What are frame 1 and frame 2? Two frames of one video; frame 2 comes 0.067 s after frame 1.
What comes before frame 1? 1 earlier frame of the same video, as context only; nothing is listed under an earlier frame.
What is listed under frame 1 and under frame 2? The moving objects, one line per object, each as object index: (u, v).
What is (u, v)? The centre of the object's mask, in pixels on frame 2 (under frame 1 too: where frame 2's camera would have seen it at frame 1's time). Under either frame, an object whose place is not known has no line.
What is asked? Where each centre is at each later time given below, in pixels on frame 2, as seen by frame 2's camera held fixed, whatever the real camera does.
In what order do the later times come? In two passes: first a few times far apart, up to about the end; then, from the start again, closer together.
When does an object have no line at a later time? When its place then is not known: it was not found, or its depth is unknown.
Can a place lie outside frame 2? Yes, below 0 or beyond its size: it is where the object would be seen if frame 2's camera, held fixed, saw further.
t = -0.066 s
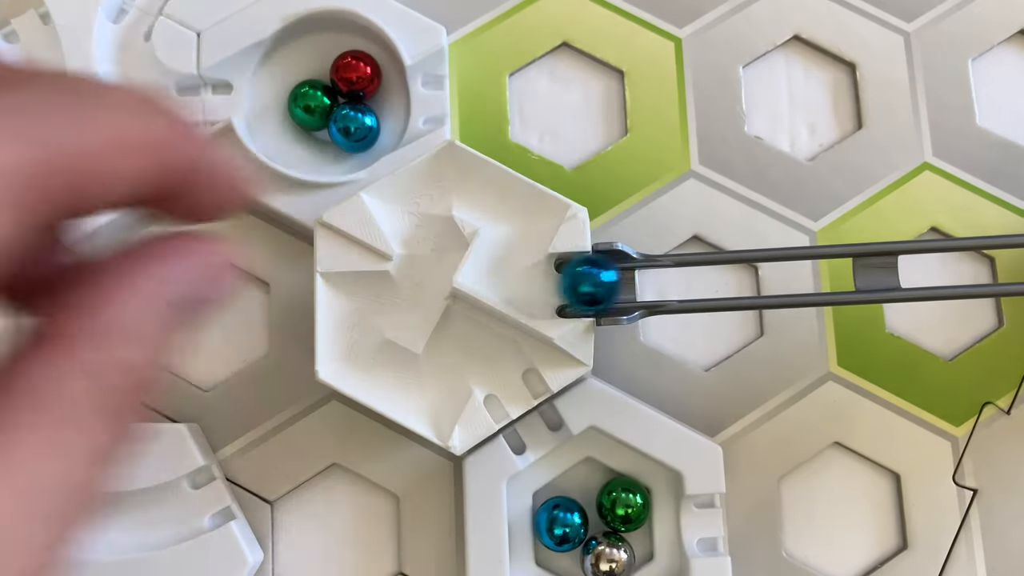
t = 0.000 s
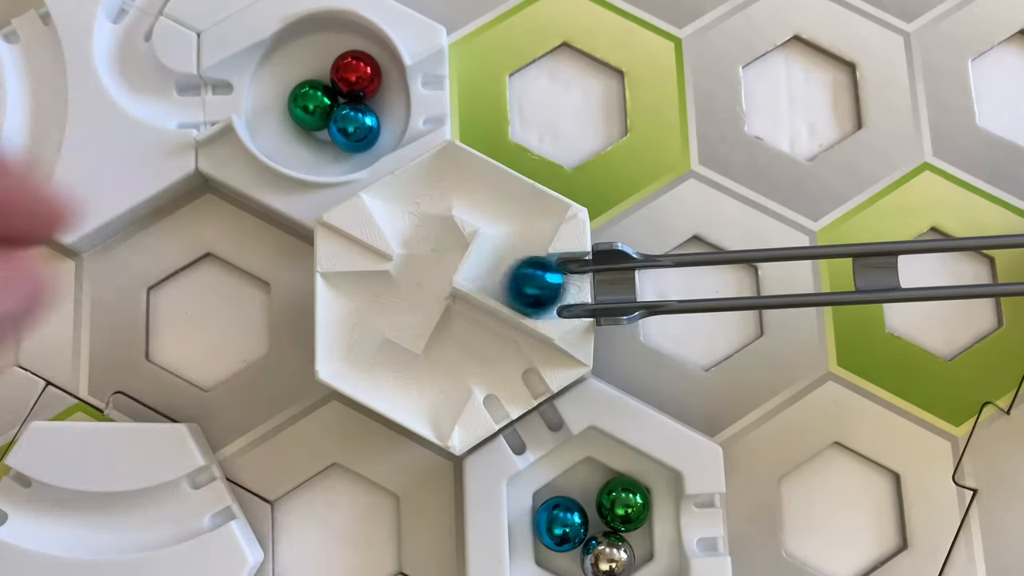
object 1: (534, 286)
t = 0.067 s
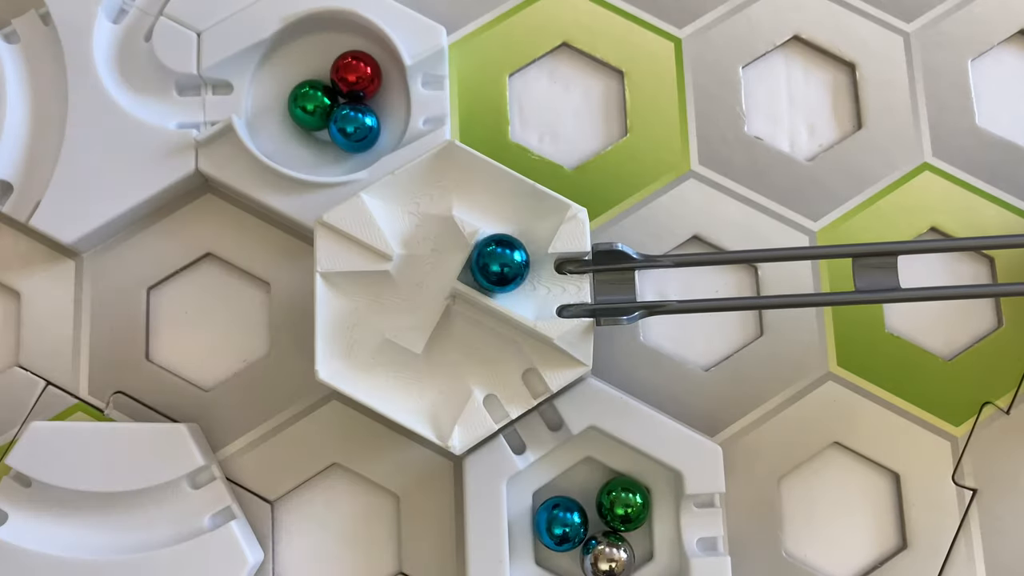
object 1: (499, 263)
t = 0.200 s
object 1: (500, 267)
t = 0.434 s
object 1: (524, 223)
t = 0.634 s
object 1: (493, 198)
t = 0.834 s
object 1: (425, 191)
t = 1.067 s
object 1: (415, 223)
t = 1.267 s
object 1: (419, 276)
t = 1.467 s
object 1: (353, 304)
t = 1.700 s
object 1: (354, 307)
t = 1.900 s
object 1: (352, 350)
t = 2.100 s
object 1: (406, 386)
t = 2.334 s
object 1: (434, 400)
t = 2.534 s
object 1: (433, 400)
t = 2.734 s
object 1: (434, 401)
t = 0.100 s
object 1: (506, 265)
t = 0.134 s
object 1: (508, 266)
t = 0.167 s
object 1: (502, 266)
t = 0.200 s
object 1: (500, 267)
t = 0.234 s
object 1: (505, 265)
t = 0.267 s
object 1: (507, 263)
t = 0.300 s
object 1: (505, 257)
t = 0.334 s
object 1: (509, 251)
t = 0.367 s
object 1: (513, 243)
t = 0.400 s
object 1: (519, 235)
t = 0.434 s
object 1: (524, 223)
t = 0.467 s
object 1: (526, 211)
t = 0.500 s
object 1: (520, 214)
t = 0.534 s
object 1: (518, 208)
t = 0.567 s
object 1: (511, 207)
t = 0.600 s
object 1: (503, 202)
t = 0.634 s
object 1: (493, 198)
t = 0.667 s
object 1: (482, 191)
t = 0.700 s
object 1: (470, 186)
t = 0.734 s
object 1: (457, 179)
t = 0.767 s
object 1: (444, 175)
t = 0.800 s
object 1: (436, 185)
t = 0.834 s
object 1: (425, 191)
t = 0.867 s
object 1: (414, 199)
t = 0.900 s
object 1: (402, 205)
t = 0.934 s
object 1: (409, 205)
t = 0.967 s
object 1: (410, 207)
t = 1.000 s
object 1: (408, 212)
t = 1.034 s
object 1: (413, 216)
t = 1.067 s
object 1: (415, 223)
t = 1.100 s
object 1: (422, 229)
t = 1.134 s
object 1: (427, 239)
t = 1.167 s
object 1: (435, 249)
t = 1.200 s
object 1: (429, 257)
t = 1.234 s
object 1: (425, 267)
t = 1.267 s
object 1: (419, 276)
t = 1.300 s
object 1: (413, 289)
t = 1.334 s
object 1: (406, 303)
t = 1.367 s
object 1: (394, 300)
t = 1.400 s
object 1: (383, 303)
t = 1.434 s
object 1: (370, 301)
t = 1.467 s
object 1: (353, 304)
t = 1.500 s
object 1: (351, 306)
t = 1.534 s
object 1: (358, 307)
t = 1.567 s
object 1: (356, 306)
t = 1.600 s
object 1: (350, 303)
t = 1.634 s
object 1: (351, 303)
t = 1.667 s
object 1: (354, 306)
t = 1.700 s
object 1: (354, 307)
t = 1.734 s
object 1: (350, 310)
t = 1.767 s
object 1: (352, 314)
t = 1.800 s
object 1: (352, 321)
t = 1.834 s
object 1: (352, 329)
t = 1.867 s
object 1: (352, 338)
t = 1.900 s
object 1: (352, 350)
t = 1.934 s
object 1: (354, 360)
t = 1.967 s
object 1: (362, 360)
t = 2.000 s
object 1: (369, 367)
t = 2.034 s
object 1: (380, 370)
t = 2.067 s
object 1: (392, 376)
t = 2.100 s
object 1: (406, 386)
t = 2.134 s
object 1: (421, 392)
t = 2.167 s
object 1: (436, 401)
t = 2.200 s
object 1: (432, 398)
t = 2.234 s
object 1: (427, 397)
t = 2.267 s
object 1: (428, 399)
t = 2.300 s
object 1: (433, 401)
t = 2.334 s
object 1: (434, 400)
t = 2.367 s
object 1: (433, 400)
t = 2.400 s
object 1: (433, 402)
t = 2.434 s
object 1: (433, 400)
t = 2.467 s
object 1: (433, 400)
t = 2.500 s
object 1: (433, 402)
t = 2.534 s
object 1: (433, 400)
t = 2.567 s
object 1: (434, 401)
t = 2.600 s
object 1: (433, 401)
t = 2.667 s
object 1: (433, 401)
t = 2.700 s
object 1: (434, 400)
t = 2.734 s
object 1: (434, 401)
